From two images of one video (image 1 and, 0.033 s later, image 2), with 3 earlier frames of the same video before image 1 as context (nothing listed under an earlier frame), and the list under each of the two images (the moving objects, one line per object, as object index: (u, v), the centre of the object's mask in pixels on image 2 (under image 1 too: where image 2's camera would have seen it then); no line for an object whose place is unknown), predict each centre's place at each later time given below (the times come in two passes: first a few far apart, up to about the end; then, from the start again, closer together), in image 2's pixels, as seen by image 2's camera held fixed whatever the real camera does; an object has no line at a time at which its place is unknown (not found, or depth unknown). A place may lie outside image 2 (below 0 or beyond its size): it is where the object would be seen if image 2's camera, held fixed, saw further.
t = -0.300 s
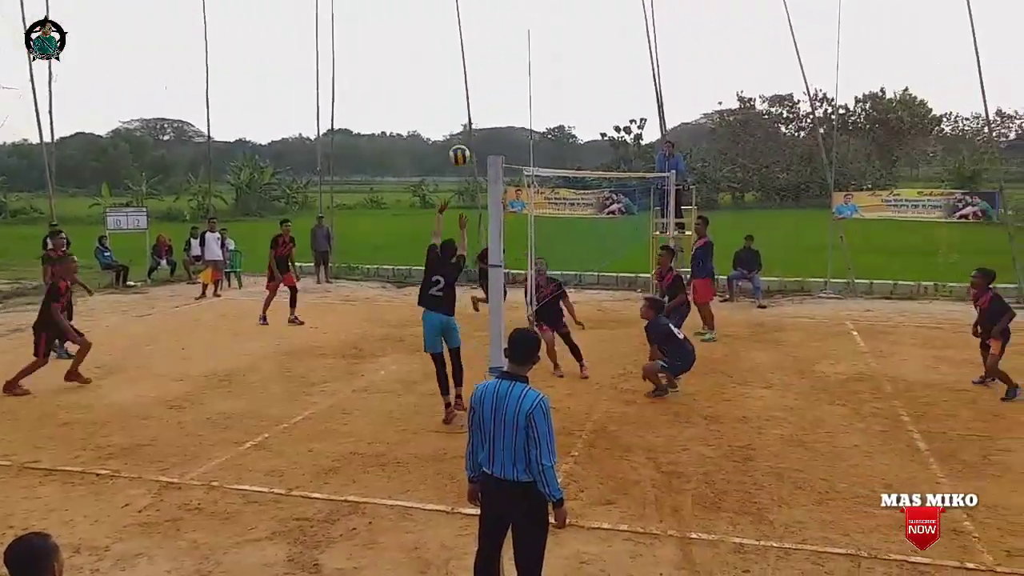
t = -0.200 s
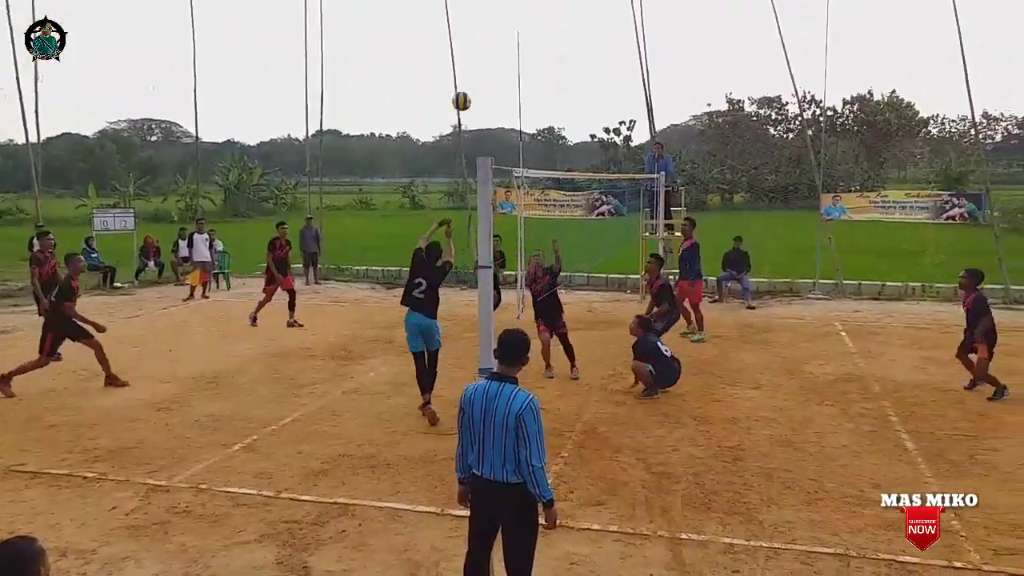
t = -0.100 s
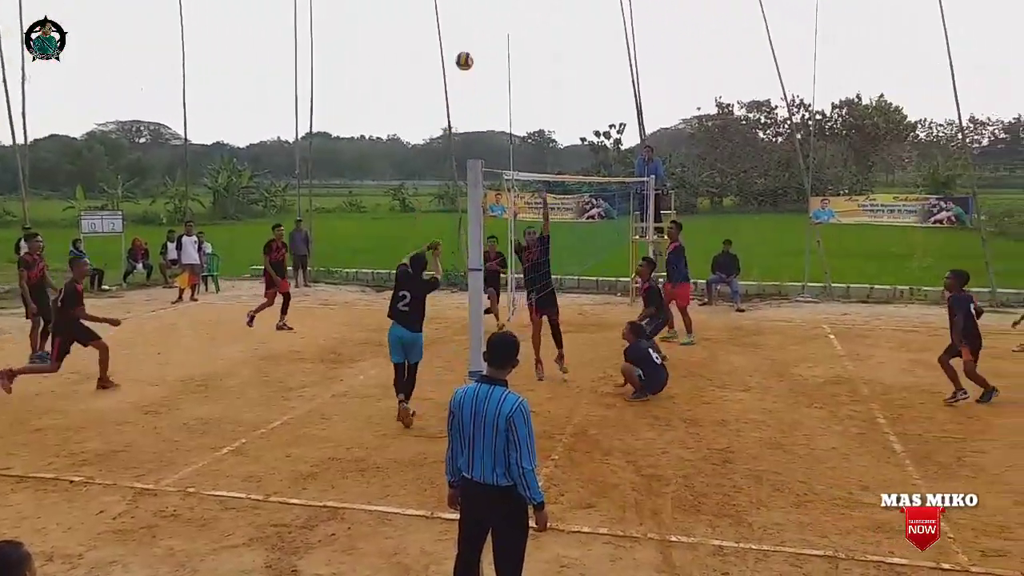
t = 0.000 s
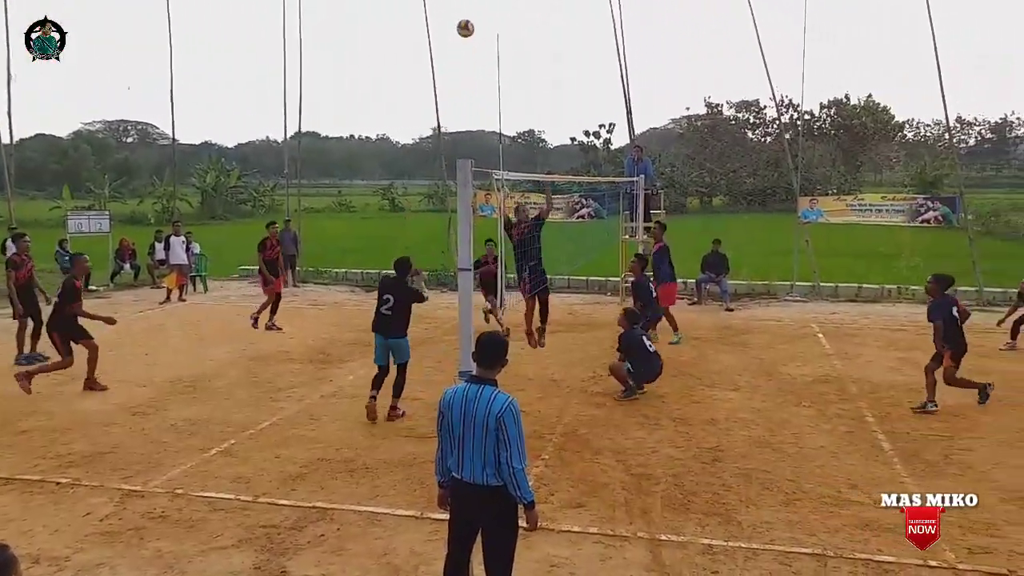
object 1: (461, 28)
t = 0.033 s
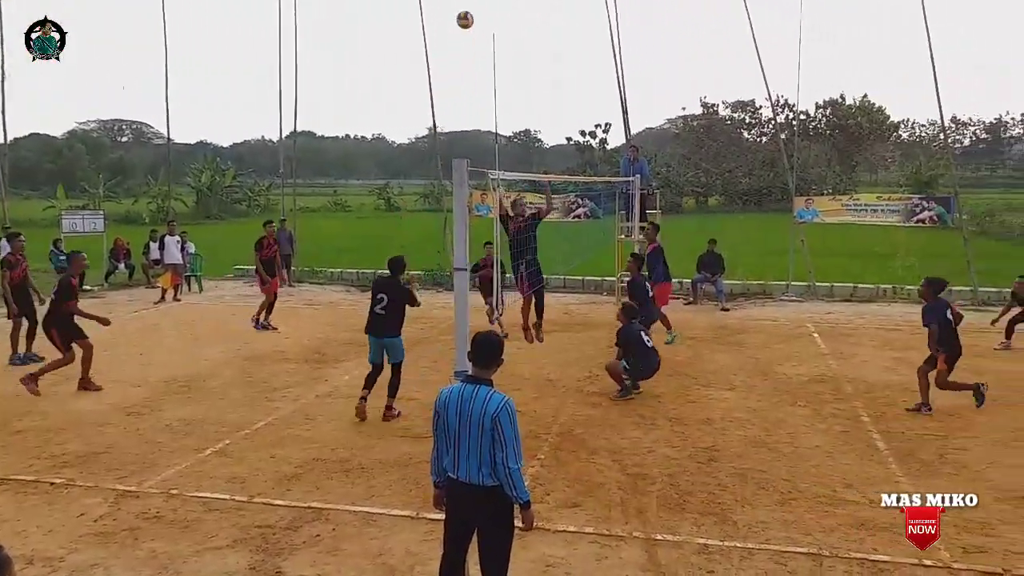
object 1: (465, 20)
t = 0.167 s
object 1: (480, 4)
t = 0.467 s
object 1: (510, 9)
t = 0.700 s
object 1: (527, 54)
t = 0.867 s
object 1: (537, 109)
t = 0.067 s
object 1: (468, 13)
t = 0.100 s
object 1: (472, 8)
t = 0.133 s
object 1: (476, 6)
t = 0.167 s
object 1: (480, 4)
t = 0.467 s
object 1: (510, 9)
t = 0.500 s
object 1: (512, 12)
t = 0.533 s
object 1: (515, 14)
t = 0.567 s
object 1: (517, 21)
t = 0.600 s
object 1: (520, 28)
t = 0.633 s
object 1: (522, 36)
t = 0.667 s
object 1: (525, 45)
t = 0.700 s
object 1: (527, 54)
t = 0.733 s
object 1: (529, 64)
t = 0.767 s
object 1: (531, 75)
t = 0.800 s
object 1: (533, 86)
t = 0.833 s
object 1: (535, 97)
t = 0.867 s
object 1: (537, 109)
